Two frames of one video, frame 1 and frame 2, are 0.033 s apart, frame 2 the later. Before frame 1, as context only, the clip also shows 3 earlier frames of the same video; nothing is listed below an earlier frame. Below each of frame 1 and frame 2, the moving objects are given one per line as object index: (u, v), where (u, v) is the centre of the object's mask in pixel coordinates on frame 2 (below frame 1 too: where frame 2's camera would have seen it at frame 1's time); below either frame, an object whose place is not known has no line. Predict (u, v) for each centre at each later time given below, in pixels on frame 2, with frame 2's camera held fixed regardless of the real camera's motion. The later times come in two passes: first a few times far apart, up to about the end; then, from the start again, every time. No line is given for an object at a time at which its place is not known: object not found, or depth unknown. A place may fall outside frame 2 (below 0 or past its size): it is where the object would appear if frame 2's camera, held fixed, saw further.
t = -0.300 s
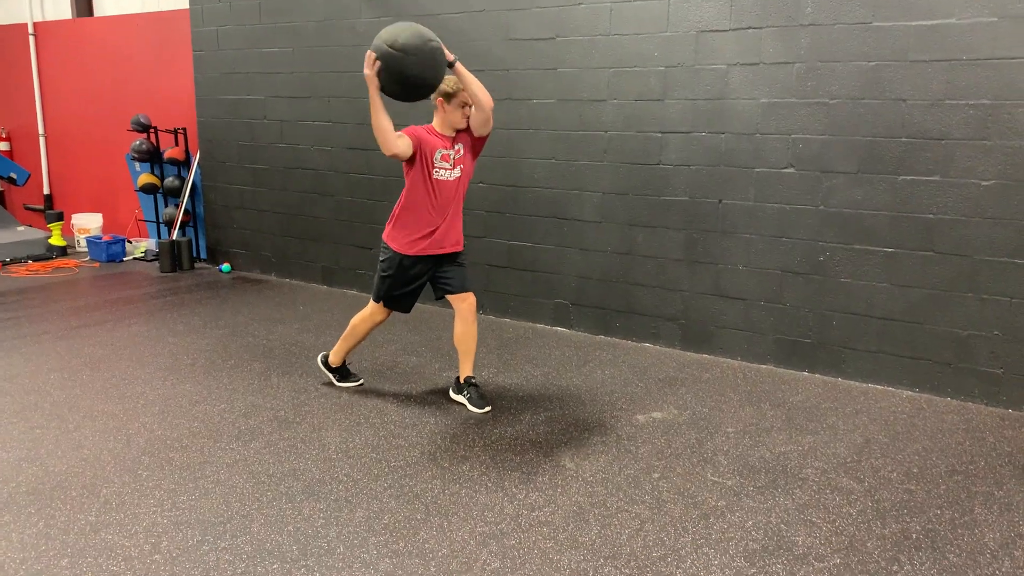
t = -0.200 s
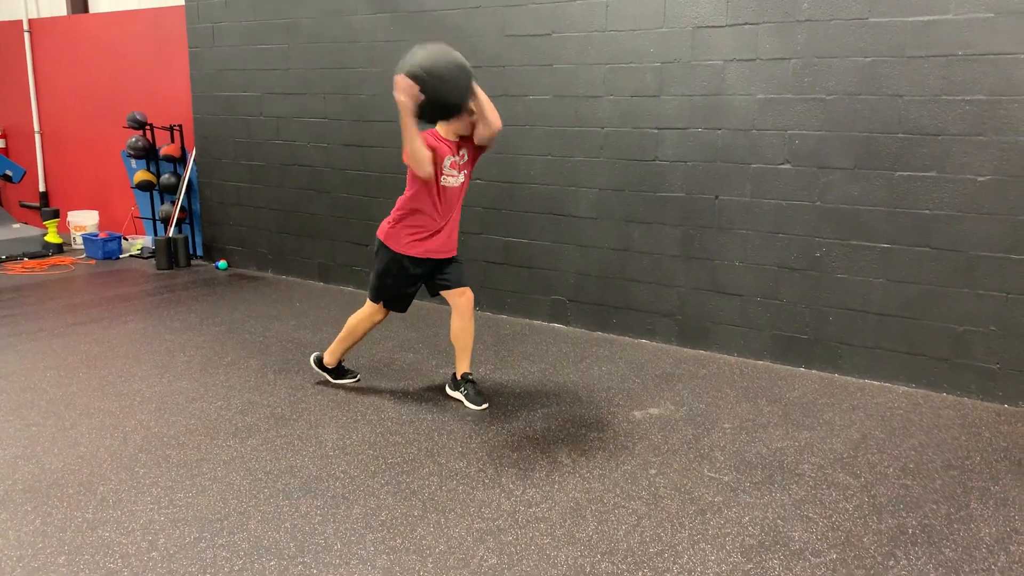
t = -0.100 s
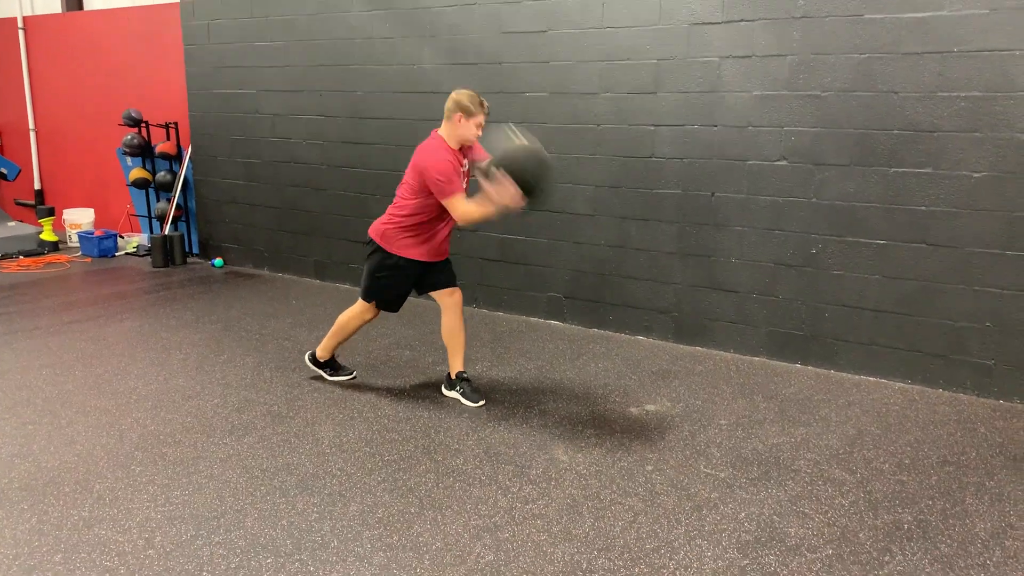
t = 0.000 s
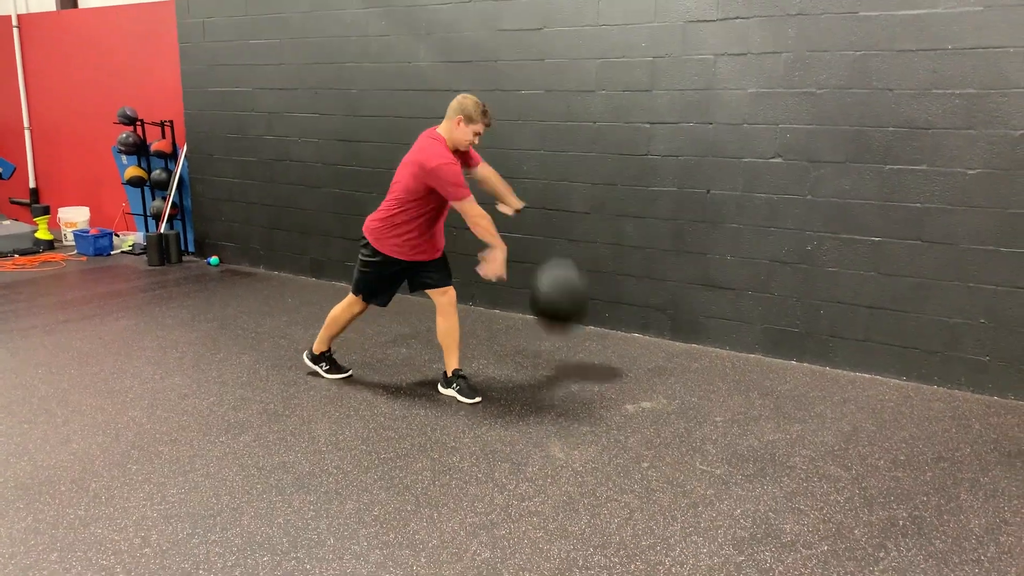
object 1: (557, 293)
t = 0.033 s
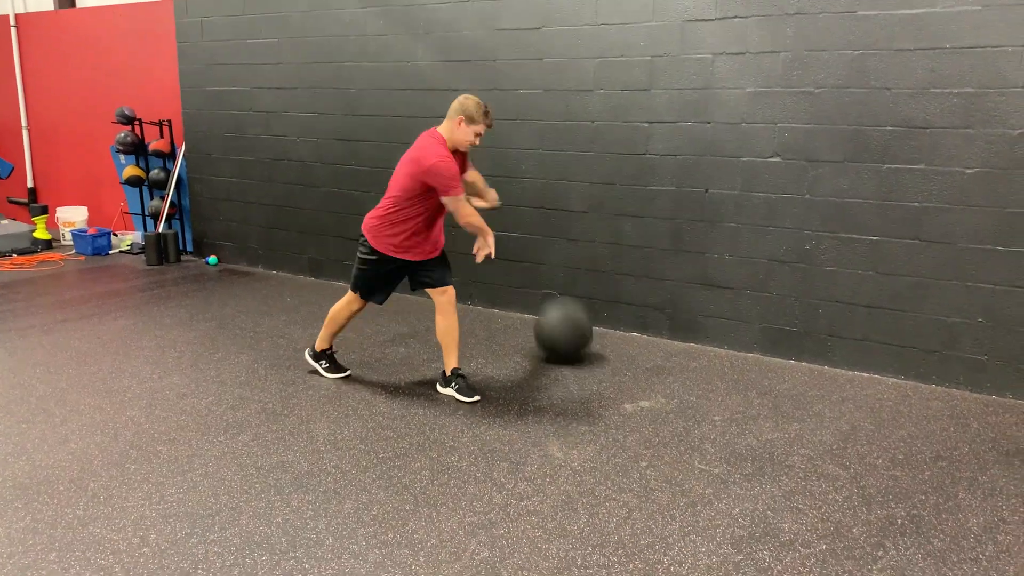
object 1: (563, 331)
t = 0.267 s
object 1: (573, 215)
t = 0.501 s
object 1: (516, 185)
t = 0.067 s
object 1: (571, 324)
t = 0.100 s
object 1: (575, 296)
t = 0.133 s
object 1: (582, 274)
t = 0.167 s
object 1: (588, 254)
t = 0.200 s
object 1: (590, 238)
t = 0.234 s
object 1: (582, 225)
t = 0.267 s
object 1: (573, 215)
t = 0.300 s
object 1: (565, 206)
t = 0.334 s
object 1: (557, 199)
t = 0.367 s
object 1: (550, 193)
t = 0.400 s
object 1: (542, 188)
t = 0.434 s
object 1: (533, 186)
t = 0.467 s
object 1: (525, 185)
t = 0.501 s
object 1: (516, 185)
